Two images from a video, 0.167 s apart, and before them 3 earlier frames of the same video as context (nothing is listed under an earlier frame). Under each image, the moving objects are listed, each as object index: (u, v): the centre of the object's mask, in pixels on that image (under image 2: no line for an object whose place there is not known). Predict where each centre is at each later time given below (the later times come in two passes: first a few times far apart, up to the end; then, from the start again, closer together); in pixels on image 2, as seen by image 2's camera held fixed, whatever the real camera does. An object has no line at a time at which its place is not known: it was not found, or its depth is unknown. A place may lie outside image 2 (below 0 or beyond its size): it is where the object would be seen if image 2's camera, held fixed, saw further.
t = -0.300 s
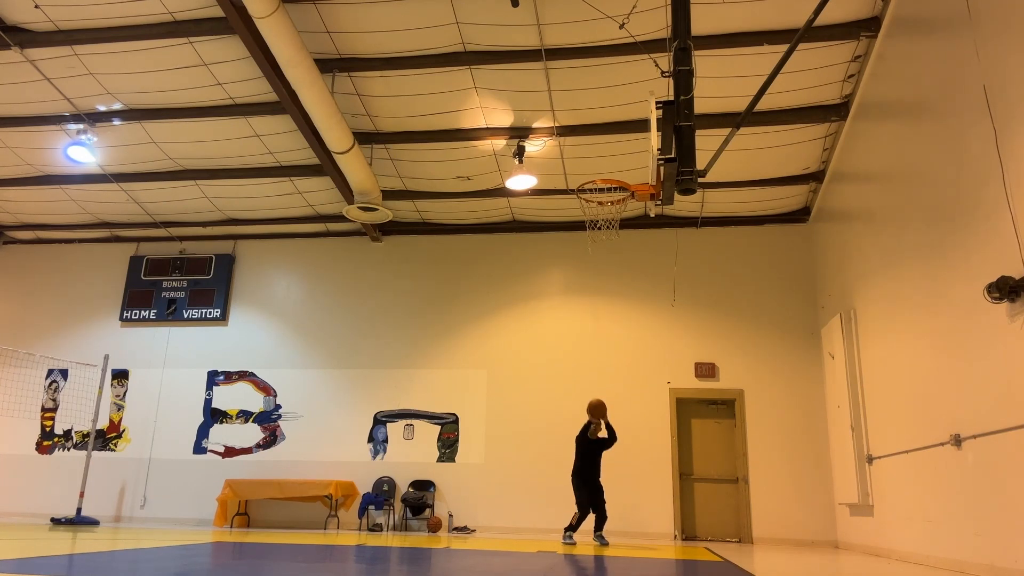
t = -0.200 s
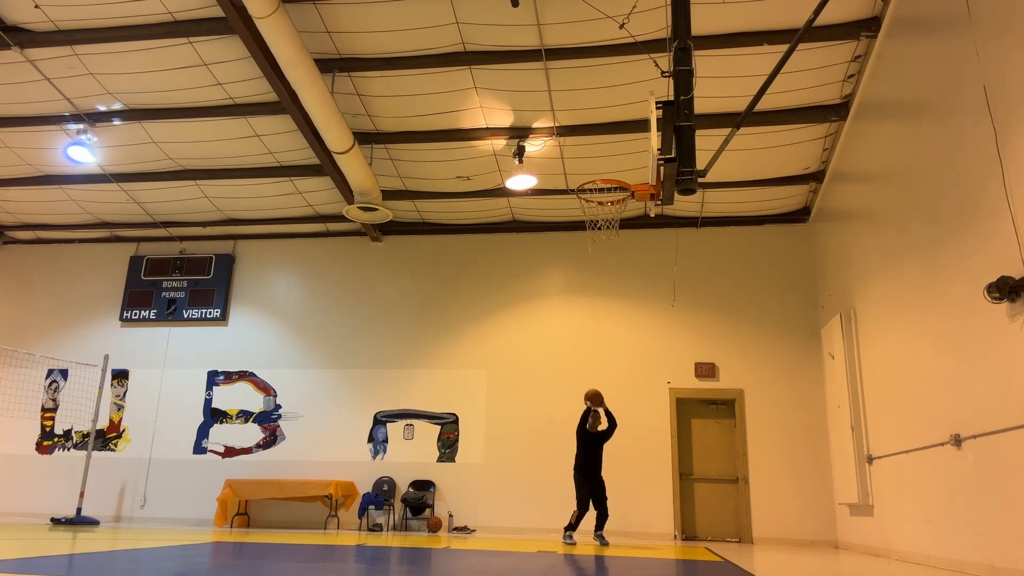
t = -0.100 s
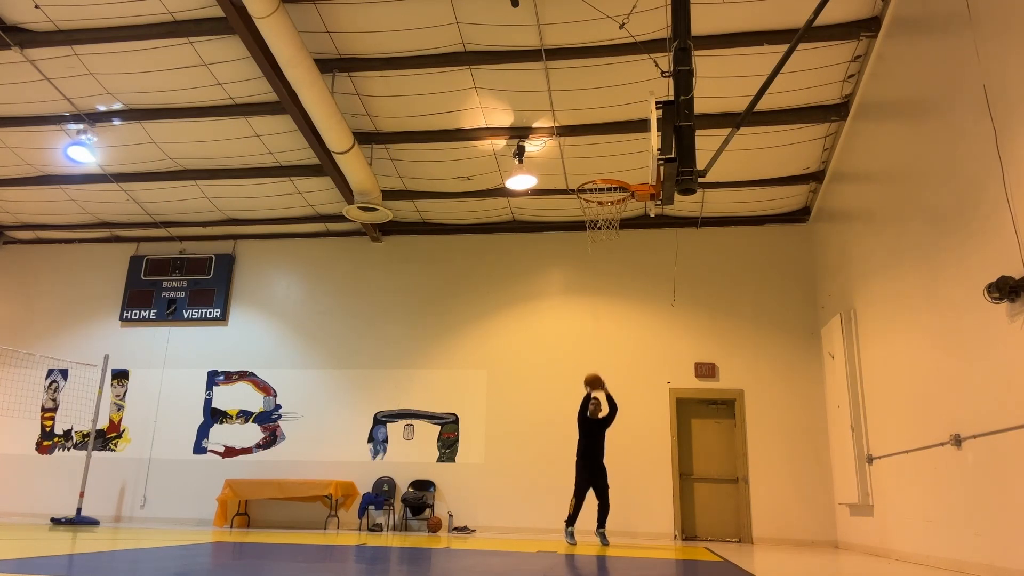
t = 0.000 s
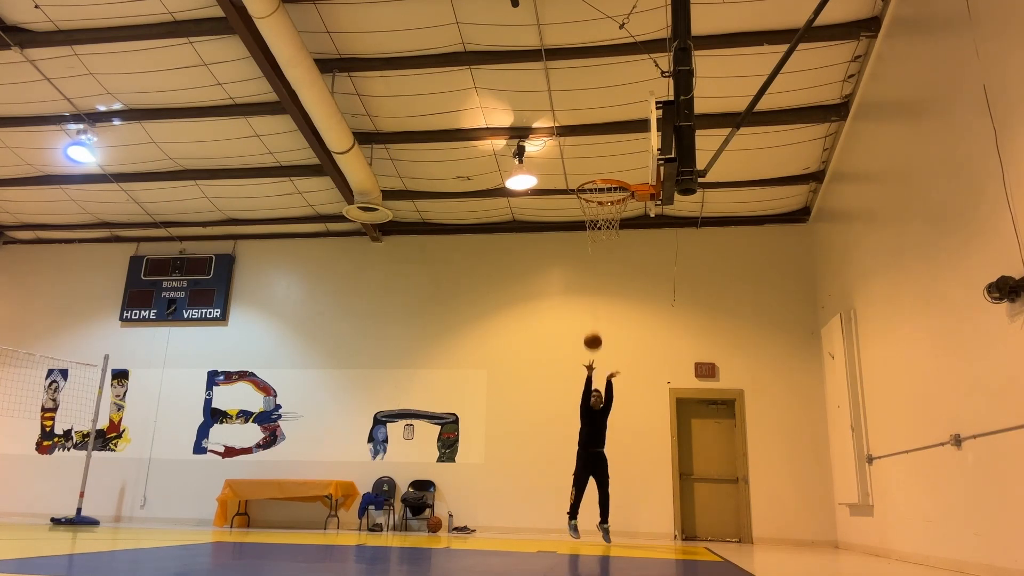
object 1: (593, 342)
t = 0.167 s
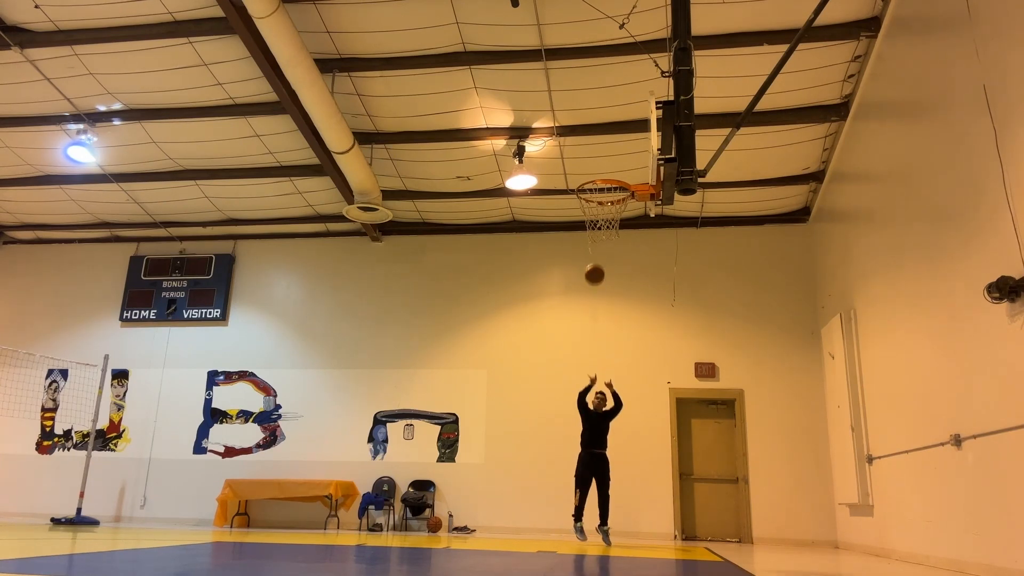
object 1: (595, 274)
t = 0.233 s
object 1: (595, 252)
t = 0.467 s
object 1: (598, 195)
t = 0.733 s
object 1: (603, 177)
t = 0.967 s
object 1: (605, 208)
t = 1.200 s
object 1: (601, 270)
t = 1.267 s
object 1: (599, 302)
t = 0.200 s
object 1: (595, 263)
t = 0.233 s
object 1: (595, 252)
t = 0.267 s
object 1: (595, 242)
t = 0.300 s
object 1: (595, 232)
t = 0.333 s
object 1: (596, 222)
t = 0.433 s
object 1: (597, 200)
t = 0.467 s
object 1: (598, 195)
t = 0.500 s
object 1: (599, 192)
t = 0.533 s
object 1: (599, 186)
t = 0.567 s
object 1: (600, 182)
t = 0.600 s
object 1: (600, 180)
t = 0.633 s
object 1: (601, 177)
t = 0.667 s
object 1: (601, 176)
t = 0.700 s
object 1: (602, 177)
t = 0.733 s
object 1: (603, 177)
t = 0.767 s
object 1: (603, 179)
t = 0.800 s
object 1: (604, 184)
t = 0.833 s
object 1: (605, 190)
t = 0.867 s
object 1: (605, 196)
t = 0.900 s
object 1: (606, 201)
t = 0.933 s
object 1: (605, 206)
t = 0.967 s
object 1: (605, 208)
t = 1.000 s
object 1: (604, 214)
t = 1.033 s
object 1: (603, 219)
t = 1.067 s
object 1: (603, 226)
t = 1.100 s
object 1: (603, 235)
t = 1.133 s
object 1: (602, 245)
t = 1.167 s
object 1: (601, 257)
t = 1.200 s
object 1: (601, 270)
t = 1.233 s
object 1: (600, 286)
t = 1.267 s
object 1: (599, 302)
